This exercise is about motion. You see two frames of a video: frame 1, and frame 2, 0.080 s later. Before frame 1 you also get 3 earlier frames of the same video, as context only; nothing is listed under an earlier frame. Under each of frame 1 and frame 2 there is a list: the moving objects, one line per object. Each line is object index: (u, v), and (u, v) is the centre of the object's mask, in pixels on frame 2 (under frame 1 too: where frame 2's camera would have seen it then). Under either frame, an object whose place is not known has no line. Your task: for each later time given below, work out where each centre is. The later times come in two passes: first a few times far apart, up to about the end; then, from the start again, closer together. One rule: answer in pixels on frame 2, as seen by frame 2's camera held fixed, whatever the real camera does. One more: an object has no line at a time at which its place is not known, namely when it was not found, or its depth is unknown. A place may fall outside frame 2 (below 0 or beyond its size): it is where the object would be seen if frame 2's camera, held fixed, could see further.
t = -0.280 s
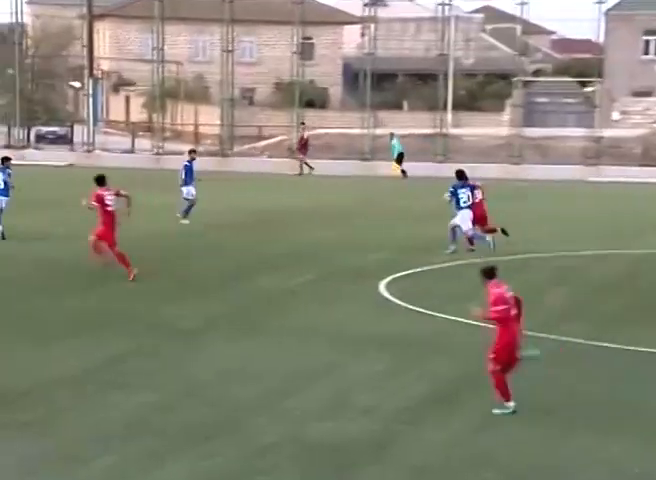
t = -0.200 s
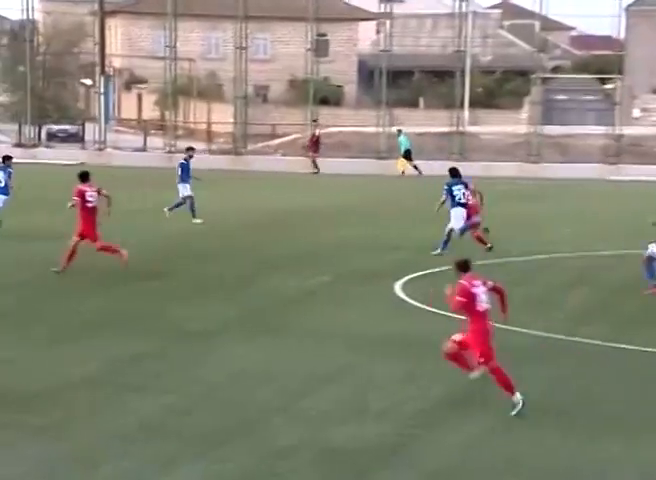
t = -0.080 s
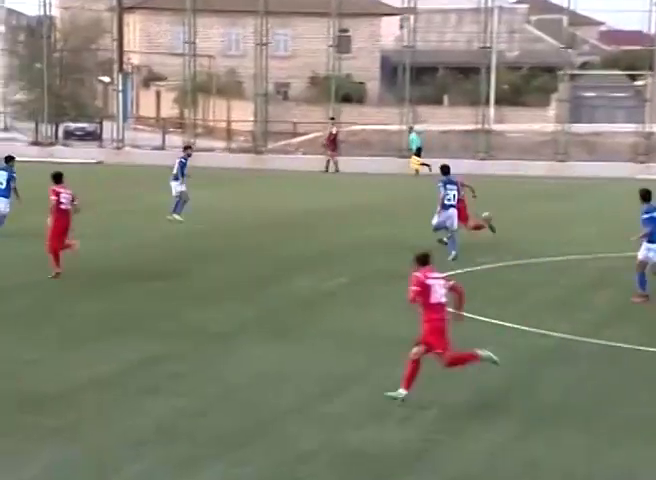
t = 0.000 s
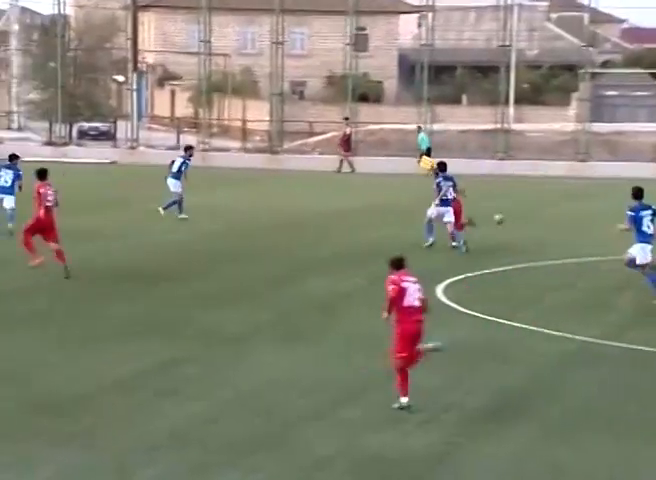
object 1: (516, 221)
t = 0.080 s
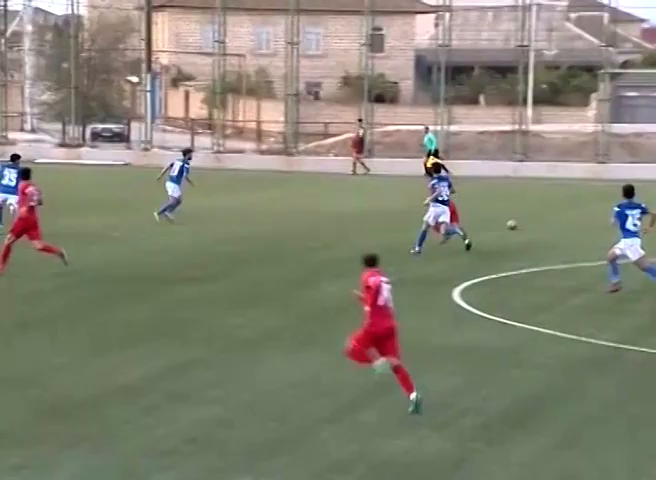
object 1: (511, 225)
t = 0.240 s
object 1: (504, 211)
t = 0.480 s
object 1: (499, 210)
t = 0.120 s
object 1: (509, 221)
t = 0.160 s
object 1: (507, 216)
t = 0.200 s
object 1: (506, 214)
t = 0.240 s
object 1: (504, 211)
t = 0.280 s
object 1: (503, 210)
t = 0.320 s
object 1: (502, 210)
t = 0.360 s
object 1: (502, 211)
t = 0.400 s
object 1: (499, 212)
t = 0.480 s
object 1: (499, 210)
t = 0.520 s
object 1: (499, 208)
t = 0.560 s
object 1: (498, 206)
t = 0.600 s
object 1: (497, 206)
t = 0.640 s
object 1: (497, 205)
